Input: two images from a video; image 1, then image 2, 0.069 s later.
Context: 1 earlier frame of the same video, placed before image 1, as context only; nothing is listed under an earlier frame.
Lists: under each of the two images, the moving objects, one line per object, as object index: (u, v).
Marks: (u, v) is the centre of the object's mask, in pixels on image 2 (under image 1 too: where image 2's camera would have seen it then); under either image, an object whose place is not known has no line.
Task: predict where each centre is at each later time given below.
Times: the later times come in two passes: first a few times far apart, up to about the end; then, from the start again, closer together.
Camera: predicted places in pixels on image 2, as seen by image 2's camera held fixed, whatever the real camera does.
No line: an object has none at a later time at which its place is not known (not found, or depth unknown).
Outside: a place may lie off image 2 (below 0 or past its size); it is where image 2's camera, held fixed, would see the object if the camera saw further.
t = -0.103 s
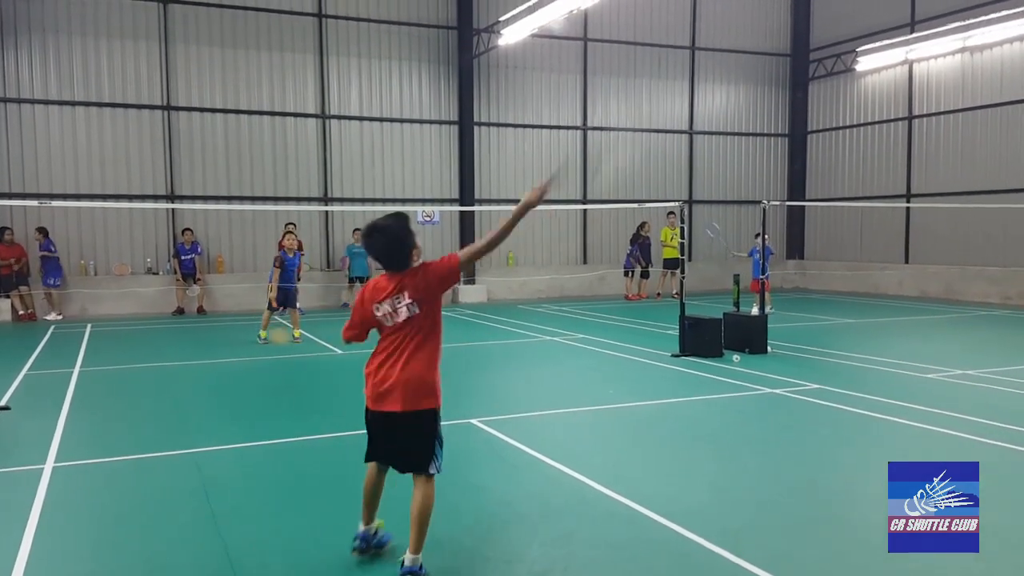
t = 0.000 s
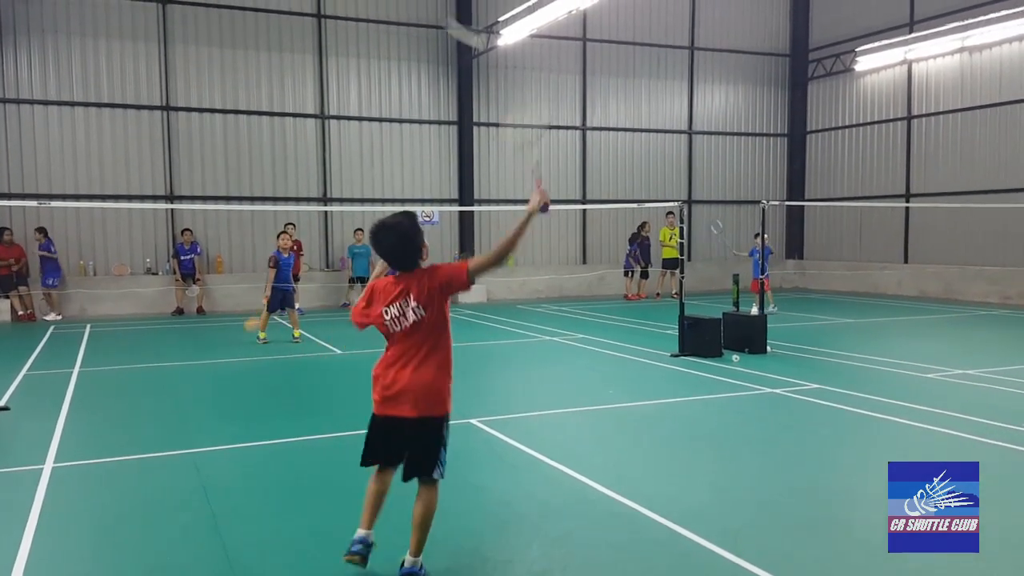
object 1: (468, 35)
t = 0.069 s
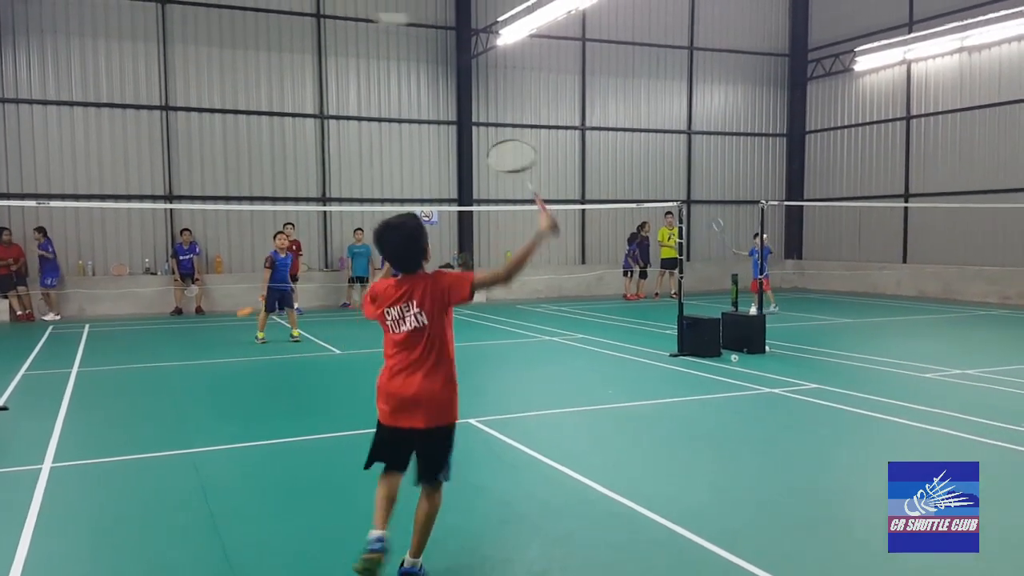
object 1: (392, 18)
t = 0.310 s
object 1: (283, 41)
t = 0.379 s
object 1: (268, 54)
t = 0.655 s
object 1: (234, 132)
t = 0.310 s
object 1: (283, 41)
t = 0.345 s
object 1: (275, 48)
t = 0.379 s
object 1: (268, 54)
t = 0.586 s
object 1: (240, 110)
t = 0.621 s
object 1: (237, 121)
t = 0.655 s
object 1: (234, 132)
